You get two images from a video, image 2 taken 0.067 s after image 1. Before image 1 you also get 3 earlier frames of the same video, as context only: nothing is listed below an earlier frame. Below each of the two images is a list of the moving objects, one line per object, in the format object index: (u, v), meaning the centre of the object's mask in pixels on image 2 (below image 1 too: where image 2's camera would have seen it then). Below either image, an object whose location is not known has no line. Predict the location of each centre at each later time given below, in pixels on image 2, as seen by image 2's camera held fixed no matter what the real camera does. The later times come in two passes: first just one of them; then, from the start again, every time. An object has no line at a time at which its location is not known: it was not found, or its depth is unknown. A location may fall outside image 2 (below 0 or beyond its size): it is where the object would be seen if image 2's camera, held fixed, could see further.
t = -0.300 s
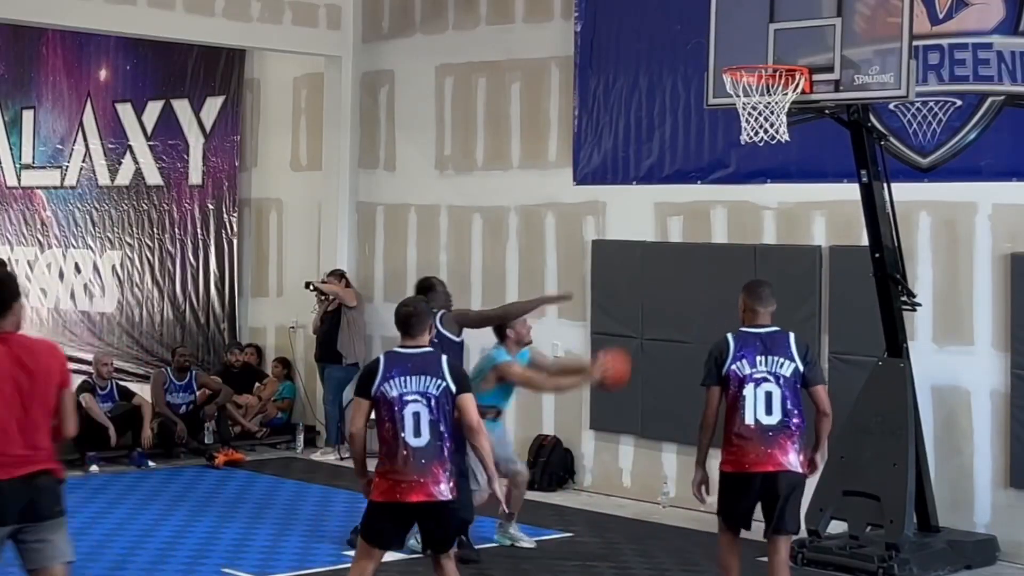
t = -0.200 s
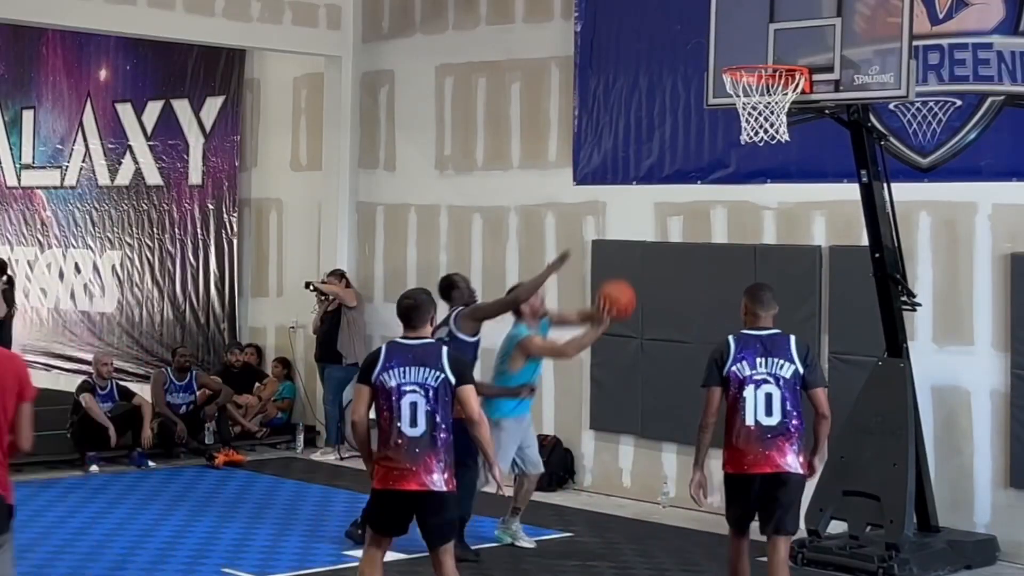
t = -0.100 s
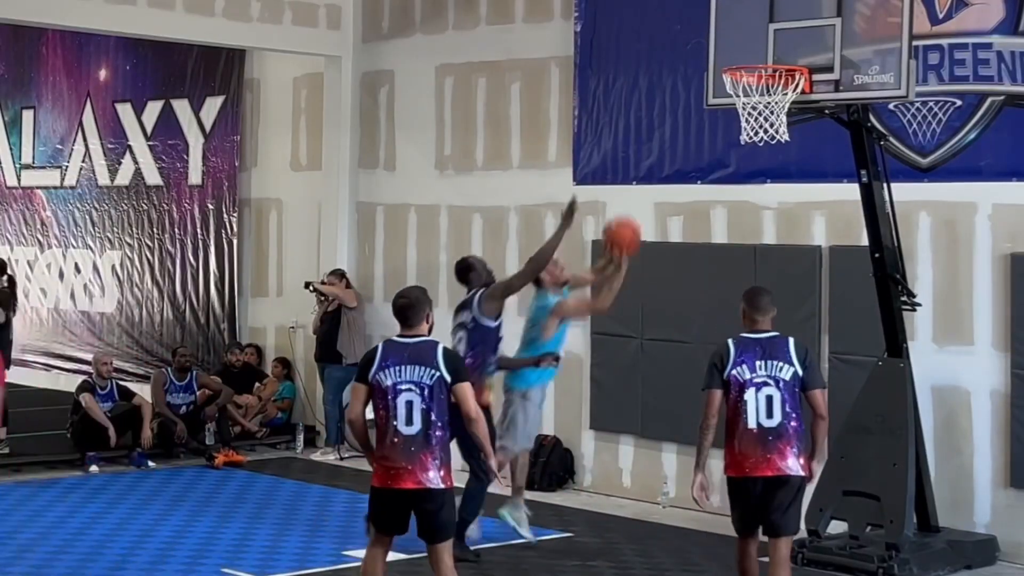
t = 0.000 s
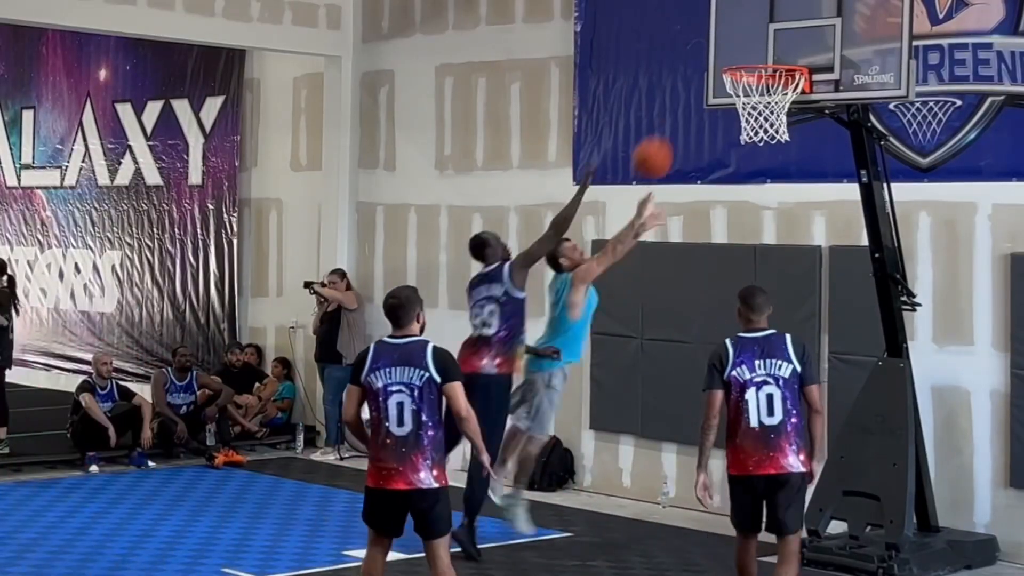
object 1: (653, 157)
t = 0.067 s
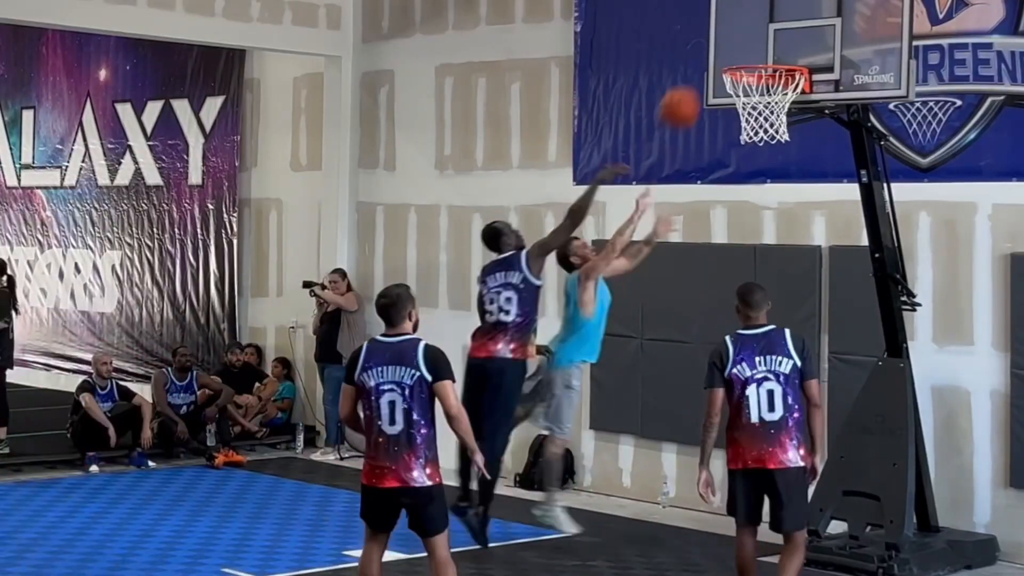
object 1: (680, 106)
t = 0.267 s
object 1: (753, 10)
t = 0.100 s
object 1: (693, 84)
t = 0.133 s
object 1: (706, 63)
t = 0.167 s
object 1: (721, 44)
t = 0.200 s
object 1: (734, 28)
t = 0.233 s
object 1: (748, 15)
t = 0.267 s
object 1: (753, 10)
